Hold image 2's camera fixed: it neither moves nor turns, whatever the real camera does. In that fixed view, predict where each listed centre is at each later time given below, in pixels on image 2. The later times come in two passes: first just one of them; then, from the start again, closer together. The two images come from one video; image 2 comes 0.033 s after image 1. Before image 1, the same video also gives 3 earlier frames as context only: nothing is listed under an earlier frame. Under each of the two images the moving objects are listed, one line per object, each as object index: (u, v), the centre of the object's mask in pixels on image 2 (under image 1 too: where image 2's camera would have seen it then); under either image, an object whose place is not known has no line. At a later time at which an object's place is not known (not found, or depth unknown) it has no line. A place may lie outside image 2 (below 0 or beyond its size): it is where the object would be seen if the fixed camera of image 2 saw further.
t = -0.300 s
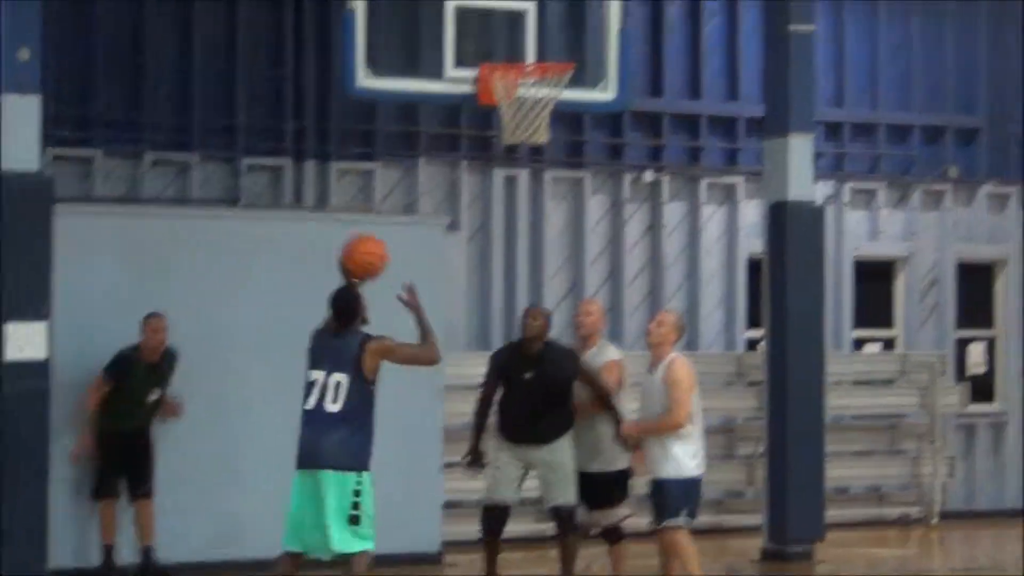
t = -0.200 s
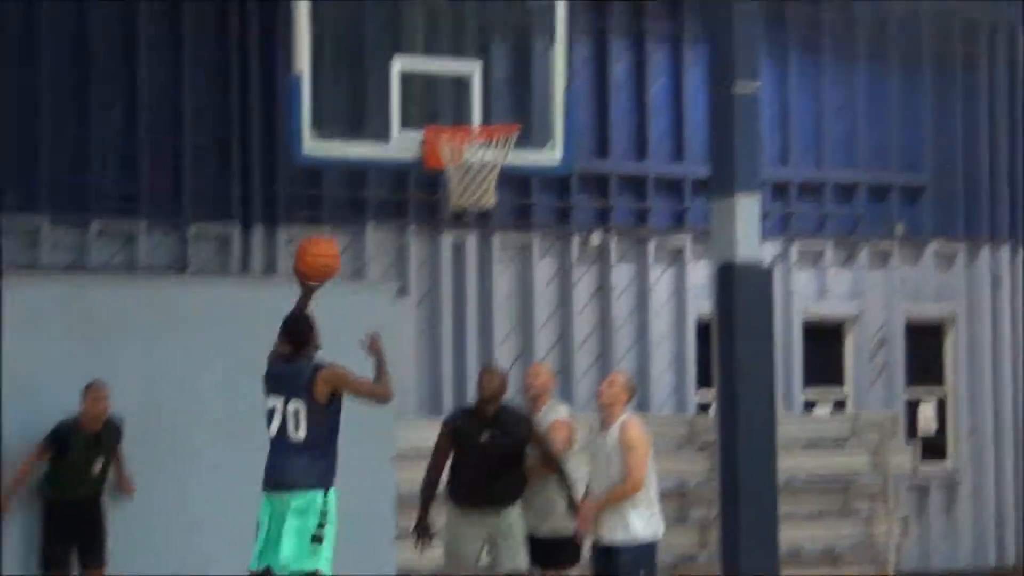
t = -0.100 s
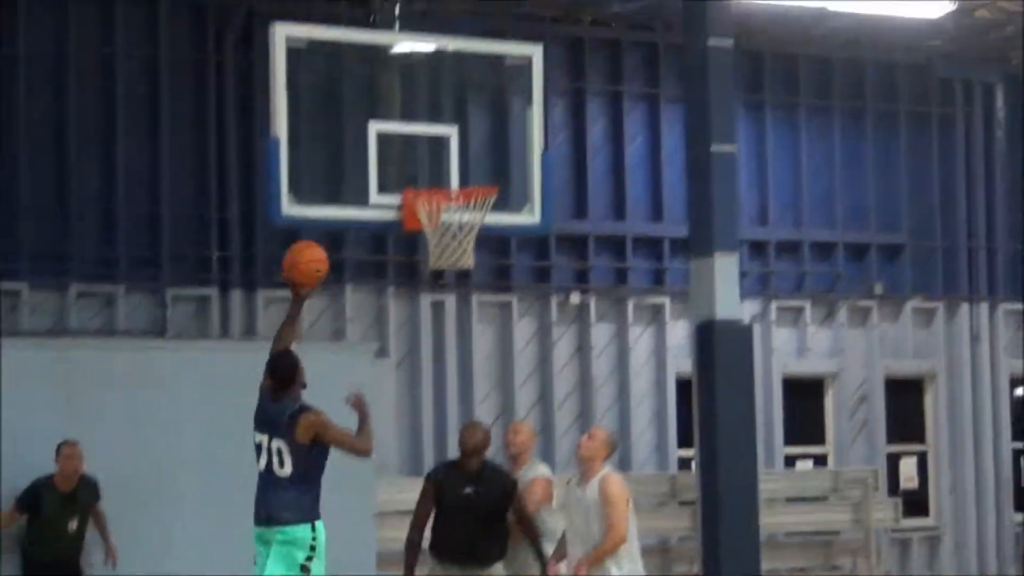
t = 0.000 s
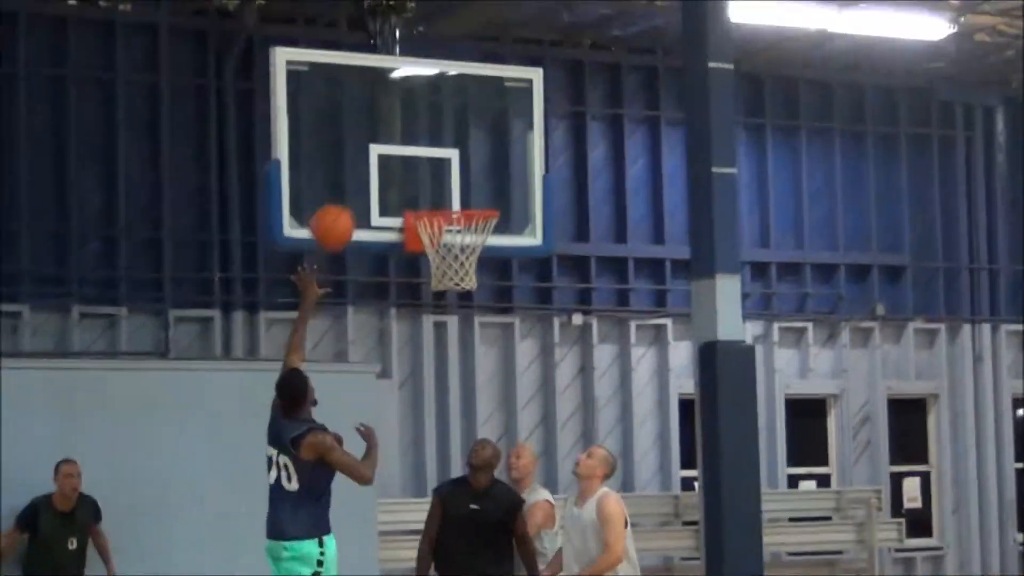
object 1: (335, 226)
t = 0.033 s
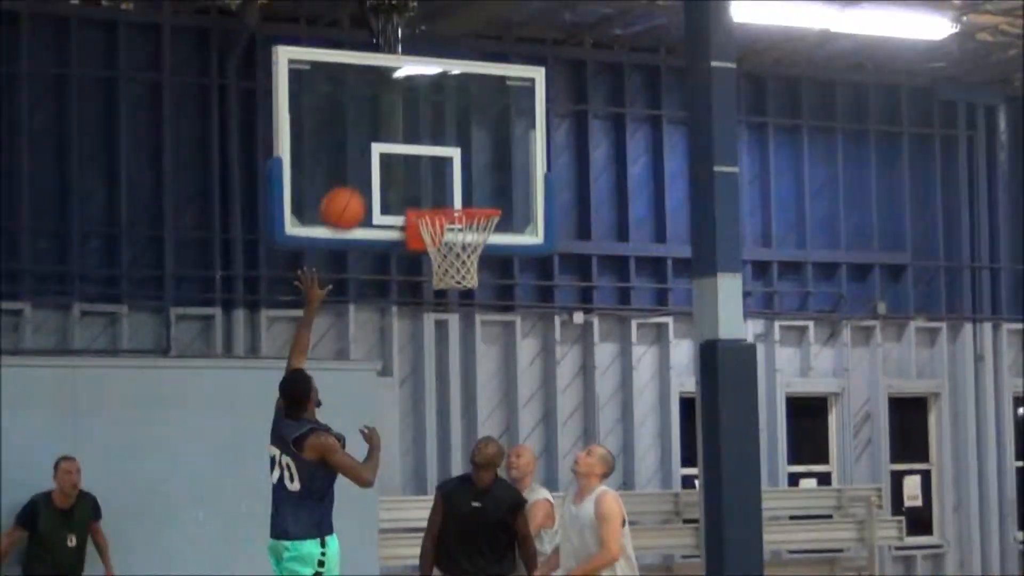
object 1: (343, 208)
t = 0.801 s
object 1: (459, 200)
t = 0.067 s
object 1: (350, 197)
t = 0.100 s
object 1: (359, 185)
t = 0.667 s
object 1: (445, 199)
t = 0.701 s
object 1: (446, 199)
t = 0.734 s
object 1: (449, 202)
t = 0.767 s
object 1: (451, 202)
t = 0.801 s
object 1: (459, 200)
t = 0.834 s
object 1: (466, 201)
